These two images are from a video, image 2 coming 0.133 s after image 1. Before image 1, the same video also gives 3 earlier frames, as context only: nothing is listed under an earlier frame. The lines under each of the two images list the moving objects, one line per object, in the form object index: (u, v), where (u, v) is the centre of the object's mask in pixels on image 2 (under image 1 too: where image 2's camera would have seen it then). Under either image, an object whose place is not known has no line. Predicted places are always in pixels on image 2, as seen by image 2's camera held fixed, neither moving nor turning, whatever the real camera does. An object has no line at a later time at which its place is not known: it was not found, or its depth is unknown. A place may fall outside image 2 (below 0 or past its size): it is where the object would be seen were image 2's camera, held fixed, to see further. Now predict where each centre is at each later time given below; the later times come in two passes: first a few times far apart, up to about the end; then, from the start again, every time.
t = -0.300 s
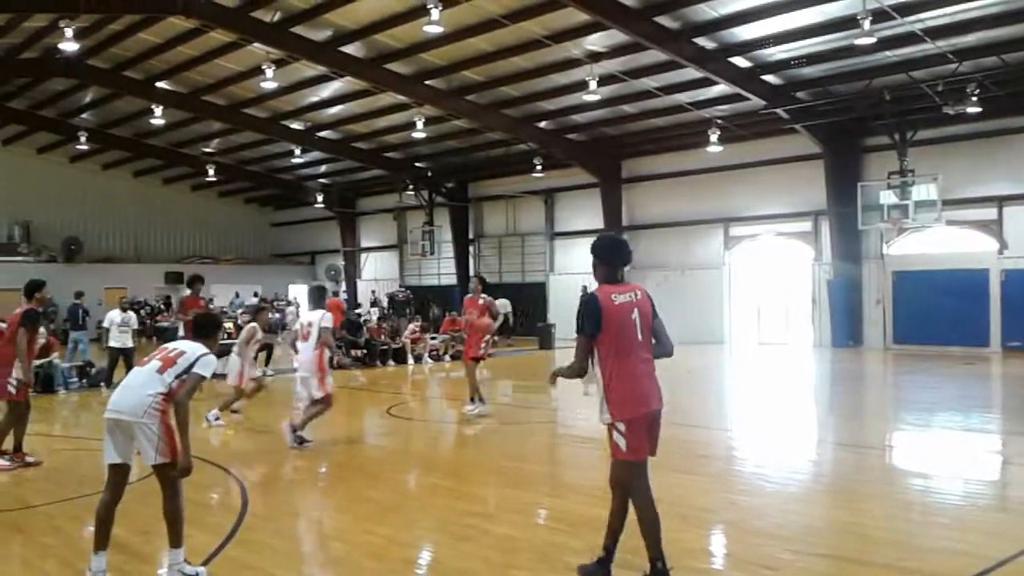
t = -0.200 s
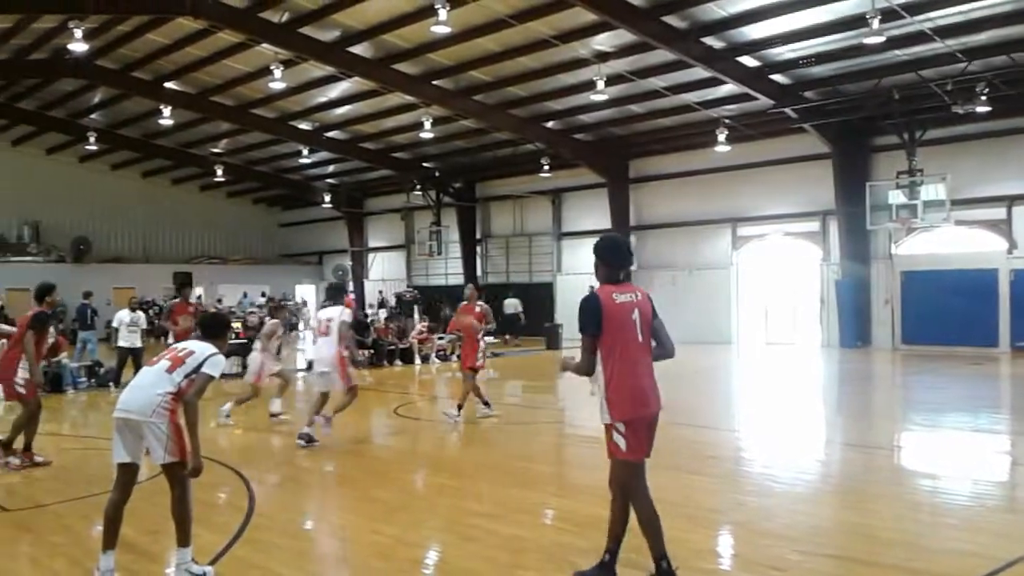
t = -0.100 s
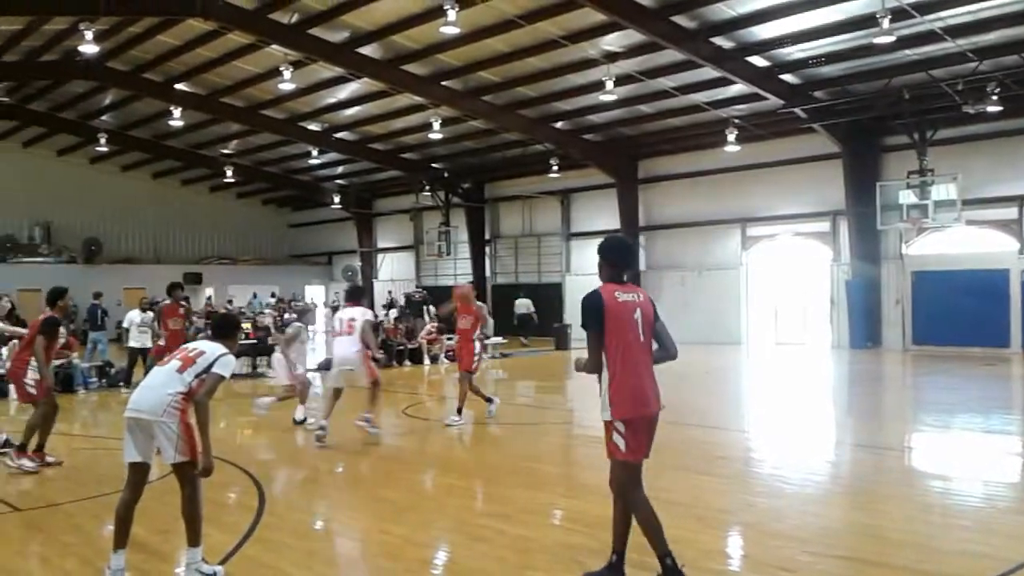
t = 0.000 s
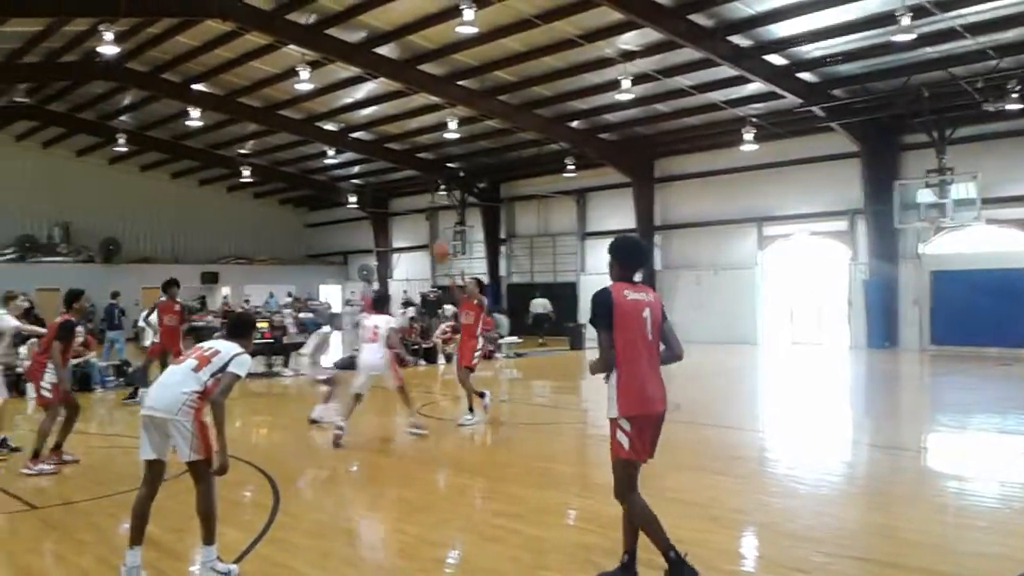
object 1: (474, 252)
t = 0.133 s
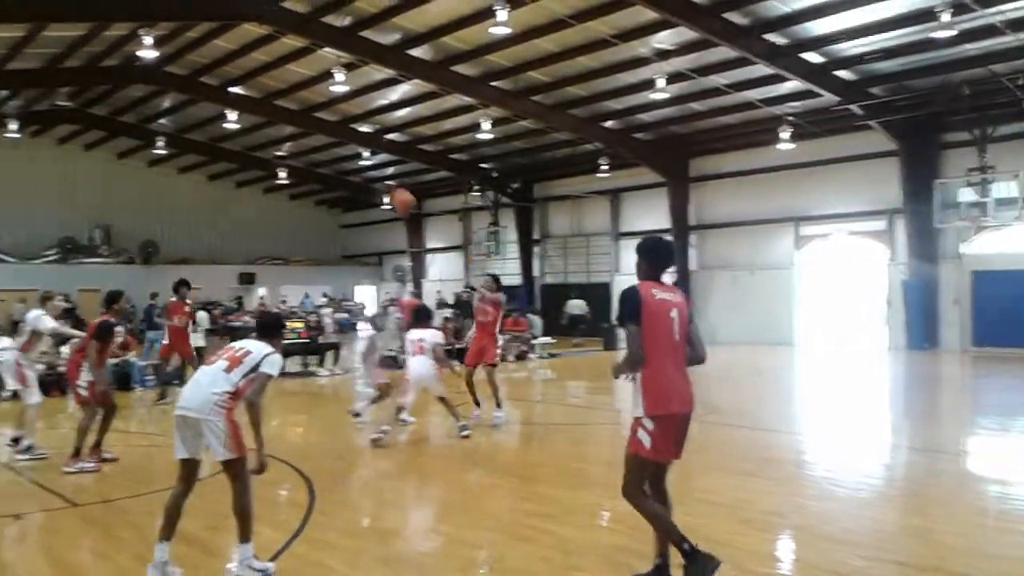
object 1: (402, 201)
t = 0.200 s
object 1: (359, 179)
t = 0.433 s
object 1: (170, 121)
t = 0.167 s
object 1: (381, 190)
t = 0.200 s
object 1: (359, 179)
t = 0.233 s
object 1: (336, 168)
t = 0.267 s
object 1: (311, 157)
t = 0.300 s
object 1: (288, 150)
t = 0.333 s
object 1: (260, 141)
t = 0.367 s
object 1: (231, 135)
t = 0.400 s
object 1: (200, 126)
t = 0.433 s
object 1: (170, 121)
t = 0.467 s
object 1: (134, 116)
